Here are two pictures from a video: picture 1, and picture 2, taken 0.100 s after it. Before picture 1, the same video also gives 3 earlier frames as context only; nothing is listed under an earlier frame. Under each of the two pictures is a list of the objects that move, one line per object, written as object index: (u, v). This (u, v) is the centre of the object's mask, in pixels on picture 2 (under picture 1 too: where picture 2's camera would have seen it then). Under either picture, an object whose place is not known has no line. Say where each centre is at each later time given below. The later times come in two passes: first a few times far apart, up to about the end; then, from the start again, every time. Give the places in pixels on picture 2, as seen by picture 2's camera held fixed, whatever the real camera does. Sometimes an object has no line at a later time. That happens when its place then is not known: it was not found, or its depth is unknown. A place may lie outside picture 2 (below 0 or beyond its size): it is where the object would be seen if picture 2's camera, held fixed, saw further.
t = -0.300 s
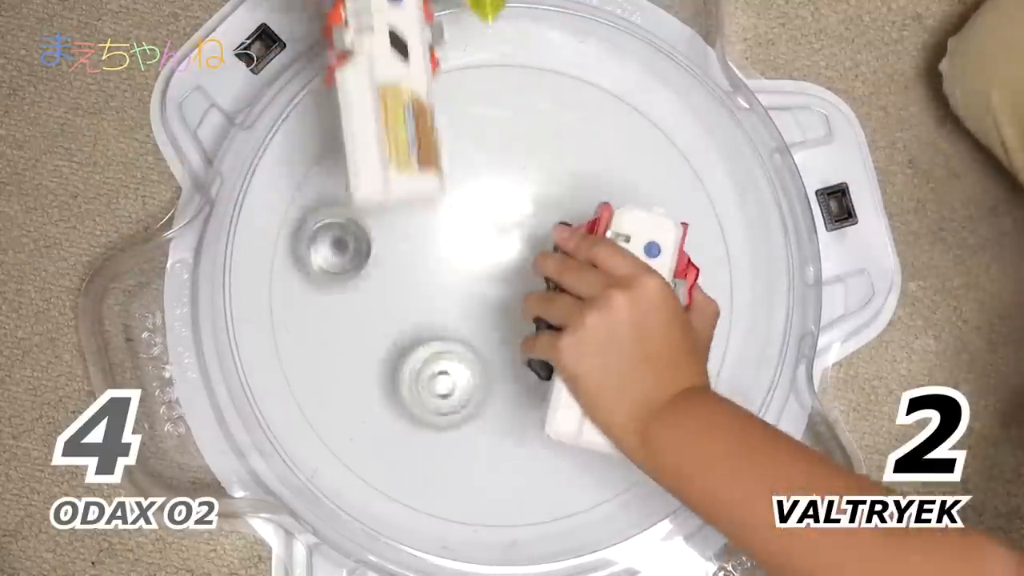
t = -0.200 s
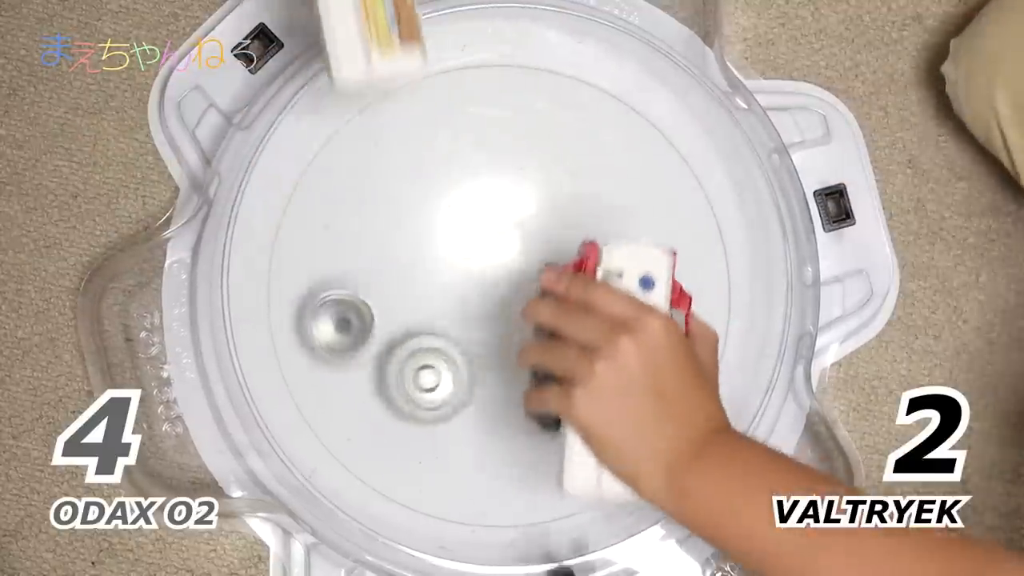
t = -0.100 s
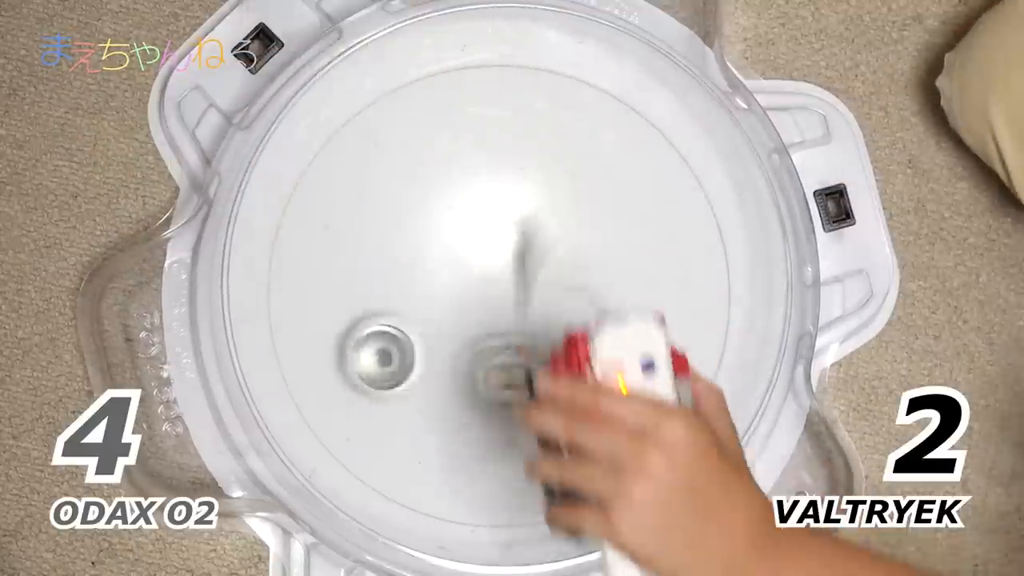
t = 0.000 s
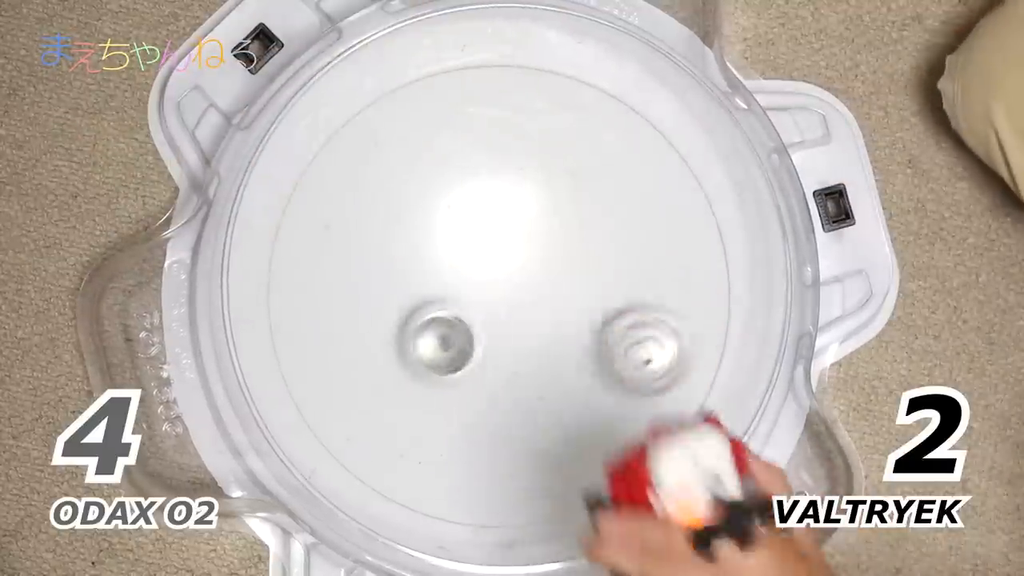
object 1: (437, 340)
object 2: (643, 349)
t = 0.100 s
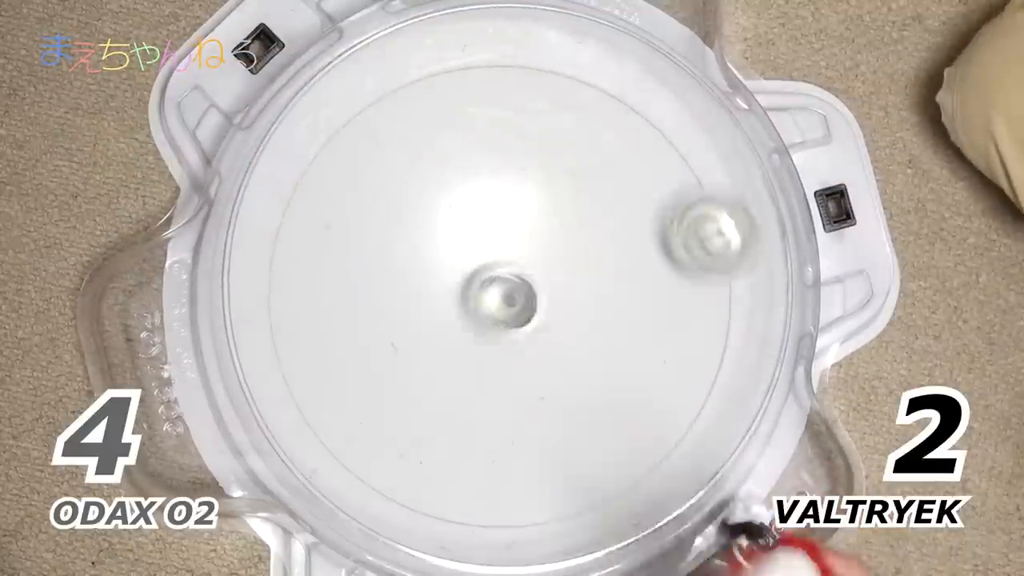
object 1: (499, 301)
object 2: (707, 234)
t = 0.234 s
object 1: (546, 218)
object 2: (565, 97)
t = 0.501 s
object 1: (475, 108)
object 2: (422, 410)
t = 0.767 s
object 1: (420, 250)
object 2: (713, 293)
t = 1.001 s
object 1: (574, 324)
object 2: (474, 138)
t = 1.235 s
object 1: (671, 239)
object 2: (373, 468)
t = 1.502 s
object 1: (549, 186)
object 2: (683, 361)
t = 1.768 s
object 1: (480, 360)
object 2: (411, 169)
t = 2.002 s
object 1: (567, 438)
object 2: (340, 434)
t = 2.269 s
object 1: (670, 289)
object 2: (572, 366)
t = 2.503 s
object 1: (532, 159)
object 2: (379, 226)
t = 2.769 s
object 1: (348, 259)
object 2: (380, 438)
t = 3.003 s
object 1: (381, 412)
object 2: (573, 277)
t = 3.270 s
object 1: (553, 407)
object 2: (413, 98)
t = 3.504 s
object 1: (599, 255)
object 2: (367, 312)
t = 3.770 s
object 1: (474, 148)
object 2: (641, 302)
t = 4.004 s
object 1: (372, 229)
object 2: (599, 119)
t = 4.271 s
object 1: (440, 392)
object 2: (429, 284)
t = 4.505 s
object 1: (605, 470)
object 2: (568, 279)
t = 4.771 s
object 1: (690, 347)
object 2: (442, 181)
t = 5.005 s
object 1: (590, 241)
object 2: (482, 370)
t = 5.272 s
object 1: (404, 266)
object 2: (646, 260)
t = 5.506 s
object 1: (343, 379)
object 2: (467, 196)
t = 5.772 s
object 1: (452, 502)
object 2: (433, 343)
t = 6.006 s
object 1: (584, 457)
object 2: (490, 224)
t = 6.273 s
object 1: (603, 277)
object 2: (417, 237)
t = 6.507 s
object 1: (499, 158)
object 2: (550, 288)
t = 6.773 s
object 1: (361, 170)
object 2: (539, 191)
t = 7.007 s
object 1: (353, 290)
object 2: (487, 326)
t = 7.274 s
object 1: (491, 367)
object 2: (610, 325)
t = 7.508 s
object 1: (600, 345)
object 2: (509, 214)
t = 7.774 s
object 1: (625, 249)
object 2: (403, 323)
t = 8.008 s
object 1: (523, 222)
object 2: (529, 374)
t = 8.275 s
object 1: (427, 306)
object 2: (553, 222)
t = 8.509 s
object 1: (435, 395)
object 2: (423, 224)
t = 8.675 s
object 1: (496, 401)
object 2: (424, 329)
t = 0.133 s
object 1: (518, 281)
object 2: (680, 187)
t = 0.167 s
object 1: (532, 259)
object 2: (657, 146)
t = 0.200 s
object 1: (541, 238)
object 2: (617, 114)
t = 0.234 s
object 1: (546, 218)
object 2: (565, 97)
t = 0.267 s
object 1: (549, 198)
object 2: (516, 97)
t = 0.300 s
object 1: (548, 180)
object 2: (470, 113)
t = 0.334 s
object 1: (541, 163)
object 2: (422, 153)
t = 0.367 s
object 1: (532, 147)
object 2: (393, 197)
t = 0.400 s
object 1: (522, 132)
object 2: (378, 251)
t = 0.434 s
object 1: (508, 120)
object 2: (379, 306)
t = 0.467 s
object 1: (493, 111)
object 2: (392, 361)
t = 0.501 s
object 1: (475, 108)
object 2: (422, 410)
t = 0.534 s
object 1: (455, 110)
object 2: (463, 448)
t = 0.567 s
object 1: (435, 118)
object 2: (511, 476)
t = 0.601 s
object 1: (421, 130)
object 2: (561, 487)
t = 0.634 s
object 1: (409, 152)
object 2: (614, 480)
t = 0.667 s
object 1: (406, 176)
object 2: (650, 444)
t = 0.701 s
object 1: (402, 205)
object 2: (684, 403)
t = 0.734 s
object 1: (410, 227)
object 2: (705, 352)
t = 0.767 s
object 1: (420, 250)
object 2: (713, 293)
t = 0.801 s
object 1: (439, 272)
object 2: (708, 242)
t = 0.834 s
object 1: (460, 292)
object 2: (690, 197)
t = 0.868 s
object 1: (481, 305)
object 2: (664, 163)
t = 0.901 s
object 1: (502, 315)
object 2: (623, 136)
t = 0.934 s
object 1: (526, 320)
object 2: (574, 124)
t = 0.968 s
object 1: (549, 324)
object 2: (524, 123)
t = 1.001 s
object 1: (574, 324)
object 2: (474, 138)
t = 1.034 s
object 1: (596, 320)
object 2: (427, 169)
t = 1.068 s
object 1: (616, 313)
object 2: (385, 211)
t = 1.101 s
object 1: (633, 303)
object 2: (358, 257)
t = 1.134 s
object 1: (648, 291)
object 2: (342, 309)
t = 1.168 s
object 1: (659, 275)
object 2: (339, 366)
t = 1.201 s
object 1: (667, 259)
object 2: (349, 419)
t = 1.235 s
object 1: (671, 239)
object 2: (373, 468)
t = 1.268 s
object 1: (669, 221)
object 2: (411, 491)
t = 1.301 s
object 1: (664, 204)
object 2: (463, 505)
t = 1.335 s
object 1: (653, 190)
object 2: (512, 505)
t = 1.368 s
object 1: (637, 178)
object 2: (563, 495)
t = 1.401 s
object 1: (615, 172)
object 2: (609, 477)
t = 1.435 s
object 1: (592, 173)
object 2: (648, 444)
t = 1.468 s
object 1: (569, 177)
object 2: (672, 406)
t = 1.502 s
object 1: (549, 186)
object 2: (683, 361)
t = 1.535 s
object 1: (528, 202)
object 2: (682, 315)
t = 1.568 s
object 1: (511, 221)
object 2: (666, 271)
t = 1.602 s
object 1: (496, 244)
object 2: (638, 230)
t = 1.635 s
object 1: (484, 268)
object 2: (601, 198)
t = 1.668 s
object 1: (478, 293)
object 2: (557, 173)
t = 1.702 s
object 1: (476, 315)
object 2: (509, 160)
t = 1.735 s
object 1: (476, 338)
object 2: (458, 159)
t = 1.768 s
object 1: (480, 360)
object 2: (411, 169)
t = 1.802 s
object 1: (487, 379)
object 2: (364, 189)
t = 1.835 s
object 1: (497, 397)
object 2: (325, 219)
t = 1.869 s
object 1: (509, 411)
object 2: (295, 257)
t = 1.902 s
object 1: (521, 423)
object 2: (277, 301)
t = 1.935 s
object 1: (536, 431)
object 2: (293, 349)
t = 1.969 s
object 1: (551, 437)
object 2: (310, 396)
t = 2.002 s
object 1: (567, 438)
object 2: (340, 434)
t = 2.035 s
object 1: (584, 437)
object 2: (380, 470)
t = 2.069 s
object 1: (600, 431)
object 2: (424, 487)
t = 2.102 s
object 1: (614, 422)
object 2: (469, 490)
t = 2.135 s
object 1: (625, 407)
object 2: (512, 480)
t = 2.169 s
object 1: (630, 390)
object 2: (552, 456)
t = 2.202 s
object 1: (643, 361)
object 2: (570, 429)
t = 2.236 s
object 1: (662, 323)
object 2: (573, 401)
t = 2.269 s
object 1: (670, 289)
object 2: (572, 366)
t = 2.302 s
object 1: (667, 259)
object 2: (559, 328)
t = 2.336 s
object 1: (656, 231)
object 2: (539, 294)
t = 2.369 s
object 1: (635, 209)
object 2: (514, 267)
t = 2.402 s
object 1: (613, 188)
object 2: (481, 243)
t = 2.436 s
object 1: (588, 175)
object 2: (446, 228)
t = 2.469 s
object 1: (561, 165)
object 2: (413, 222)
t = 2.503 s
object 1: (532, 159)
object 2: (379, 226)
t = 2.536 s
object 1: (503, 158)
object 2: (349, 236)
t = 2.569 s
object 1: (474, 161)
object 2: (319, 256)
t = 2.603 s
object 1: (445, 171)
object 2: (298, 284)
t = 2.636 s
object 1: (419, 183)
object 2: (284, 317)
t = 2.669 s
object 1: (396, 198)
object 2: (298, 354)
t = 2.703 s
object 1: (376, 217)
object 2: (318, 391)
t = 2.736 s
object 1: (358, 237)
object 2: (345, 420)
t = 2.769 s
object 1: (348, 259)
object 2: (380, 438)
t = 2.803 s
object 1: (340, 282)
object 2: (419, 441)
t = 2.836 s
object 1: (337, 308)
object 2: (455, 433)
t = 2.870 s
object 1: (337, 332)
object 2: (493, 413)
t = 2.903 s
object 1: (343, 355)
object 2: (525, 385)
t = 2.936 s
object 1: (353, 375)
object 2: (546, 354)
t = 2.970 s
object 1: (365, 395)
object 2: (564, 317)
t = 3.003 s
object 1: (381, 412)
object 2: (573, 277)
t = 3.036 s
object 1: (397, 425)
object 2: (573, 239)
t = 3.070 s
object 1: (418, 435)
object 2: (567, 200)
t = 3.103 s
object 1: (442, 441)
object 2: (555, 169)
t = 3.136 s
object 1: (466, 443)
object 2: (535, 138)
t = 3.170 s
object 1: (490, 441)
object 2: (509, 113)
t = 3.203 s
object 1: (512, 431)
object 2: (478, 94)
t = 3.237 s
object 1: (534, 421)
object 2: (445, 82)
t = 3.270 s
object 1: (553, 407)
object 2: (413, 98)
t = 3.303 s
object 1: (570, 389)
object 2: (379, 119)
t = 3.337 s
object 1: (583, 370)
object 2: (351, 139)
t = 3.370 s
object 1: (594, 348)
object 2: (331, 167)
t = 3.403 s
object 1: (601, 325)
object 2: (322, 204)
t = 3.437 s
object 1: (603, 301)
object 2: (325, 241)
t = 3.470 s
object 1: (603, 278)
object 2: (340, 279)
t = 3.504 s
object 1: (599, 255)
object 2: (367, 312)
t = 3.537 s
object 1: (591, 233)
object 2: (400, 337)
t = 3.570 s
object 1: (581, 211)
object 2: (437, 354)
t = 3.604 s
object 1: (569, 192)
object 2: (475, 364)
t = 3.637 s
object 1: (552, 177)
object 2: (515, 364)
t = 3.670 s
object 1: (534, 164)
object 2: (553, 356)
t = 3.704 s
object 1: (513, 156)
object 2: (586, 344)
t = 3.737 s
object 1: (494, 150)
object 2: (616, 324)
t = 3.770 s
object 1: (474, 148)
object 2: (641, 302)
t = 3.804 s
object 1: (453, 151)
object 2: (662, 274)
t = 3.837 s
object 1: (435, 156)
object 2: (676, 246)
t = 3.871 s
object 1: (418, 165)
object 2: (684, 212)
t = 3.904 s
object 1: (402, 178)
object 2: (682, 180)
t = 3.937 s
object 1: (389, 193)
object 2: (662, 155)
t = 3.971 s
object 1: (379, 210)
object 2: (631, 135)
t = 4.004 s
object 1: (372, 229)
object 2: (599, 119)
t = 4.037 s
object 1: (368, 250)
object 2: (566, 112)
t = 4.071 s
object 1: (369, 270)
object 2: (529, 115)
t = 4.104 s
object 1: (374, 291)
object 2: (493, 132)
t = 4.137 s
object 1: (383, 312)
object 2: (465, 156)
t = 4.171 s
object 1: (395, 330)
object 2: (440, 191)
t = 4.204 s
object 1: (410, 346)
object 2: (428, 226)
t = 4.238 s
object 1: (426, 363)
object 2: (424, 266)
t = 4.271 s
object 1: (440, 392)
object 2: (429, 284)
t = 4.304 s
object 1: (462, 415)
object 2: (439, 306)
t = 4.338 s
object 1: (486, 428)
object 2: (458, 330)
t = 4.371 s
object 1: (510, 443)
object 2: (485, 344)
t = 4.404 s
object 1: (536, 461)
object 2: (508, 338)
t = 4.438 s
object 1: (558, 470)
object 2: (533, 324)
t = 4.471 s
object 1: (581, 472)
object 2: (553, 304)
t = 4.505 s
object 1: (605, 470)
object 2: (568, 279)
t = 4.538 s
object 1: (627, 464)
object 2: (575, 251)
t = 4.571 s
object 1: (647, 456)
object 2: (574, 223)
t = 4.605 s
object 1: (660, 440)
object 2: (566, 196)
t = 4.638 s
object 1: (669, 420)
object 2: (549, 176)
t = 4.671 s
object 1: (678, 404)
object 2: (523, 162)
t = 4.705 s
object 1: (684, 384)
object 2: (496, 159)
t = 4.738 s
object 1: (689, 366)
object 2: (469, 165)
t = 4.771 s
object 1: (690, 347)
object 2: (442, 181)
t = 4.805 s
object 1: (686, 327)
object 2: (422, 203)
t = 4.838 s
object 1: (680, 309)
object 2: (409, 236)
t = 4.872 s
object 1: (667, 292)
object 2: (408, 267)
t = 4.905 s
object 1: (651, 276)
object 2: (416, 299)
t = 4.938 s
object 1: (634, 261)
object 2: (431, 329)
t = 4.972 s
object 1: (613, 249)
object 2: (452, 353)
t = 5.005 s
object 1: (590, 241)
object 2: (482, 370)
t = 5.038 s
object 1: (567, 235)
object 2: (511, 381)
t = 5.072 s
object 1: (543, 231)
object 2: (542, 382)
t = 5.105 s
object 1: (517, 232)
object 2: (574, 376)
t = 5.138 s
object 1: (492, 234)
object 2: (600, 363)
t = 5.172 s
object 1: (467, 239)
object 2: (623, 343)
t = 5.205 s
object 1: (444, 246)
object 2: (639, 317)
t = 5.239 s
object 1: (423, 255)
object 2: (647, 289)
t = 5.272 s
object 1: (404, 266)
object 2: (646, 260)
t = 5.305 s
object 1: (387, 278)
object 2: (636, 232)
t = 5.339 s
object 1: (373, 295)
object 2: (618, 208)
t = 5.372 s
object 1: (361, 311)
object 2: (595, 190)
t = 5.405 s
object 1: (351, 327)
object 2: (564, 178)
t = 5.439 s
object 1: (345, 345)
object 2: (533, 175)
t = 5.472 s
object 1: (343, 361)
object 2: (500, 181)
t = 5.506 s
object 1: (343, 379)
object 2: (467, 196)
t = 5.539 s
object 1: (347, 395)
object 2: (440, 215)
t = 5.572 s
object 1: (353, 412)
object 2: (419, 241)
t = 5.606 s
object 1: (363, 425)
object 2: (406, 270)
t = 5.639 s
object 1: (379, 435)
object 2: (397, 301)
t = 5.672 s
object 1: (394, 443)
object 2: (397, 332)
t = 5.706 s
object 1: (412, 460)
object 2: (404, 351)
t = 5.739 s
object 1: (432, 485)
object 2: (418, 347)
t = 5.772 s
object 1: (452, 502)
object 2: (433, 343)
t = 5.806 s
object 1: (472, 509)
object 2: (449, 335)
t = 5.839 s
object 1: (493, 509)
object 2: (465, 322)
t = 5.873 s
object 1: (513, 506)
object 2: (478, 306)
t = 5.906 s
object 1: (533, 499)
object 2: (488, 288)
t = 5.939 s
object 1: (551, 487)
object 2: (493, 267)
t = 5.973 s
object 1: (568, 474)
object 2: (494, 245)
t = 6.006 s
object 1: (584, 457)
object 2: (490, 224)
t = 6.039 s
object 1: (595, 439)
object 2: (482, 209)
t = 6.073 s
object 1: (606, 415)
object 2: (469, 196)
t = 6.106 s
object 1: (611, 394)
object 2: (455, 190)
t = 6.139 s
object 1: (617, 368)
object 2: (441, 190)
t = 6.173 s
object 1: (618, 347)
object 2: (430, 194)
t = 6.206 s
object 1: (615, 323)
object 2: (421, 205)
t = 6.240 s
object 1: (611, 298)
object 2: (416, 220)
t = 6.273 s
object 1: (603, 277)
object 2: (417, 237)
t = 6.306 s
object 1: (594, 254)
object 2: (426, 256)
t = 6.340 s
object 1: (581, 232)
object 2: (440, 274)
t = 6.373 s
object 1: (568, 214)
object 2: (459, 287)
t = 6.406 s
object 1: (553, 196)
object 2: (483, 296)
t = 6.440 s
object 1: (537, 181)
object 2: (507, 299)
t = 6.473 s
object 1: (518, 167)
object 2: (530, 296)
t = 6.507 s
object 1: (499, 158)
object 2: (550, 288)
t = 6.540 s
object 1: (480, 149)
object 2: (568, 275)
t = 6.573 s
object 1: (460, 143)
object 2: (580, 259)
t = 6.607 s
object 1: (440, 141)
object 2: (586, 241)
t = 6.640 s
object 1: (421, 140)
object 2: (587, 223)
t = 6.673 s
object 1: (404, 144)
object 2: (582, 208)
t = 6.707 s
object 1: (388, 149)
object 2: (571, 197)
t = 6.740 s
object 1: (373, 158)
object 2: (556, 191)
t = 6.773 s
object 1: (361, 170)
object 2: (539, 191)
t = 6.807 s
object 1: (350, 184)
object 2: (520, 198)
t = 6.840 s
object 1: (342, 200)
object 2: (502, 213)
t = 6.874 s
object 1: (337, 217)
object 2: (488, 232)
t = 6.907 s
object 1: (337, 237)
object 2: (479, 256)
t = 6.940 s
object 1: (339, 255)
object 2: (476, 281)
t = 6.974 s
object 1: (345, 273)
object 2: (479, 304)
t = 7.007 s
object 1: (353, 290)
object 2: (487, 326)
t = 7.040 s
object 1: (365, 306)
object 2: (500, 346)
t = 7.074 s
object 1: (378, 320)
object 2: (517, 361)
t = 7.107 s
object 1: (393, 333)
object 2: (537, 370)
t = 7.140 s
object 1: (410, 344)
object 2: (559, 374)
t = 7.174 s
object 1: (430, 354)
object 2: (578, 370)
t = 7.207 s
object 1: (450, 361)
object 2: (596, 359)
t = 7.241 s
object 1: (470, 365)
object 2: (607, 344)
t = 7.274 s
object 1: (491, 367)
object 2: (610, 325)
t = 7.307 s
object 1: (513, 366)
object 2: (607, 305)
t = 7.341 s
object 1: (534, 365)
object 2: (597, 286)
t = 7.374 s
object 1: (550, 364)
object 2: (584, 268)
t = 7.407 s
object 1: (563, 363)
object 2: (571, 247)
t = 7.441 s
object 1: (575, 357)
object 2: (554, 231)
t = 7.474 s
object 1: (588, 352)
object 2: (532, 219)
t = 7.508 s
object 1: (600, 345)
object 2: (509, 214)
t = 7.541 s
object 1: (612, 336)
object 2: (486, 213)
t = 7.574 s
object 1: (624, 326)
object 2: (463, 218)
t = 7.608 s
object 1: (631, 314)
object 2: (442, 227)
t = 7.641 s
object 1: (636, 302)
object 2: (425, 241)
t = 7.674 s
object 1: (638, 288)
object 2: (411, 259)
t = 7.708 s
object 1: (637, 275)
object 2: (403, 279)
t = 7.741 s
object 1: (631, 261)
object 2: (400, 302)
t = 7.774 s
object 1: (625, 249)
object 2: (403, 323)
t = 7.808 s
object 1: (616, 238)
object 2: (411, 345)
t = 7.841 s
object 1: (603, 230)
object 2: (425, 362)
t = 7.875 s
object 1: (590, 224)
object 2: (443, 376)
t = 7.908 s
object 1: (572, 219)
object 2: (463, 384)
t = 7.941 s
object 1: (557, 218)
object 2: (486, 386)
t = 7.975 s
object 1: (540, 218)
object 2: (508, 383)
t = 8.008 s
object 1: (523, 222)
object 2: (529, 374)
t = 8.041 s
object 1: (507, 229)
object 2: (547, 360)
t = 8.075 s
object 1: (491, 237)
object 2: (562, 343)
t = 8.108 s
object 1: (477, 246)
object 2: (572, 323)
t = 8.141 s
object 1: (463, 257)
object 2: (577, 302)
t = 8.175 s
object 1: (452, 268)
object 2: (577, 280)
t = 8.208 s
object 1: (442, 280)
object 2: (573, 259)
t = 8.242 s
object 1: (434, 292)
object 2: (565, 239)
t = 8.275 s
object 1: (427, 306)
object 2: (553, 222)
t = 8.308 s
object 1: (423, 318)
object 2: (537, 208)
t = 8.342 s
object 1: (421, 331)
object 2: (518, 199)
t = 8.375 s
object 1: (420, 345)
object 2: (497, 194)
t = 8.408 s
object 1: (420, 359)
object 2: (476, 194)
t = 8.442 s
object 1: (423, 371)
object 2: (456, 199)
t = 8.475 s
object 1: (427, 383)
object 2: (438, 209)
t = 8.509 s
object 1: (435, 395)
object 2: (423, 224)
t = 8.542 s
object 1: (443, 402)
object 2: (413, 243)
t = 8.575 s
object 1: (456, 407)
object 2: (407, 265)
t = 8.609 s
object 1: (469, 408)
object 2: (407, 288)
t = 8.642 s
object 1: (482, 407)
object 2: (413, 309)
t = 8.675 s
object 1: (496, 401)
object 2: (424, 329)
